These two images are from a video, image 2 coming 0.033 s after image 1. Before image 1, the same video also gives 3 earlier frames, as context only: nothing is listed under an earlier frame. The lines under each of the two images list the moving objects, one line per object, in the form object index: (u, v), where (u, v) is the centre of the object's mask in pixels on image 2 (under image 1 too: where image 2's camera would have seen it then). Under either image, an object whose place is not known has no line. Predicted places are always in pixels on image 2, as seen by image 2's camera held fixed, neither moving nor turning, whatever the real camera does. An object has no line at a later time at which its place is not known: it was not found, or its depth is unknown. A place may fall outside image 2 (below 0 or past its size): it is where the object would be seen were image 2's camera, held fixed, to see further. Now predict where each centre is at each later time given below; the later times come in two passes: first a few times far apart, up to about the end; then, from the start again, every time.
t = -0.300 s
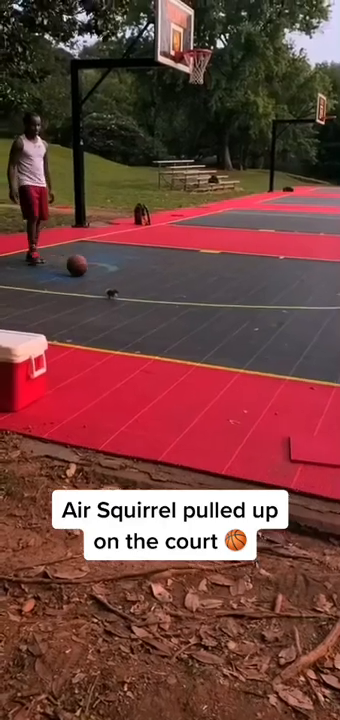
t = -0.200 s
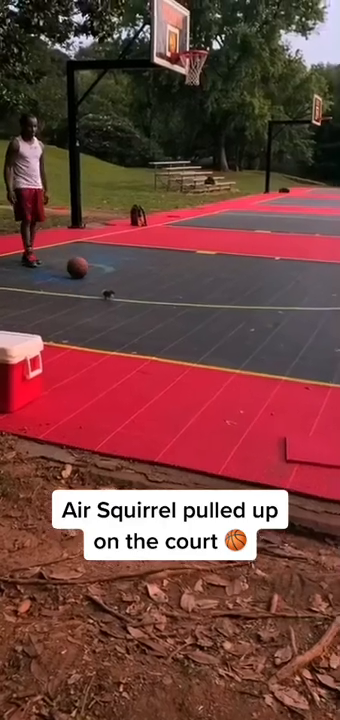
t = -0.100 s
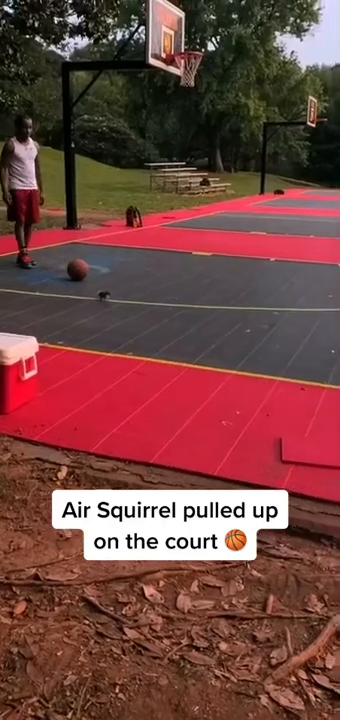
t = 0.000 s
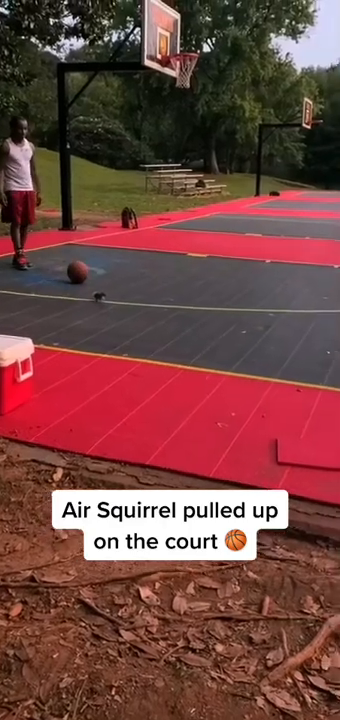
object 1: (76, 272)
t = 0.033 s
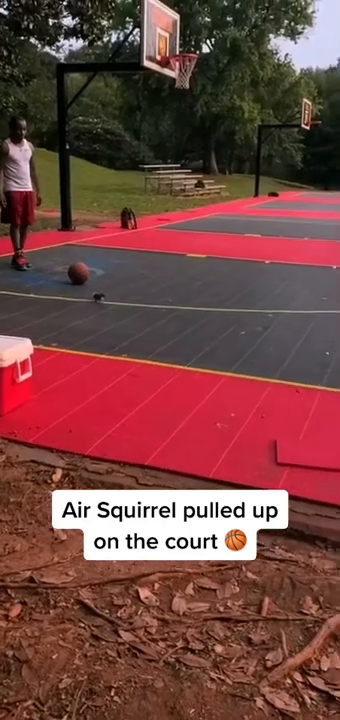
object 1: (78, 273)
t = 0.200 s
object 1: (86, 275)
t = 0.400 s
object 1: (97, 278)
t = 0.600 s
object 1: (109, 281)
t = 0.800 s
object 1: (122, 284)
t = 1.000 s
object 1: (135, 287)
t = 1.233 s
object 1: (151, 291)
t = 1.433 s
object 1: (165, 294)
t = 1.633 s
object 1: (181, 297)
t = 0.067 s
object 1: (79, 273)
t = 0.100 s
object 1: (82, 274)
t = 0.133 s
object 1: (83, 274)
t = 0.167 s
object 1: (85, 274)
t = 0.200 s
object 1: (86, 275)
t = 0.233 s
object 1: (88, 275)
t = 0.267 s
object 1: (89, 277)
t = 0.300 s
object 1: (92, 277)
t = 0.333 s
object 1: (93, 278)
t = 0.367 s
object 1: (95, 278)
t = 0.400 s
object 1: (97, 278)
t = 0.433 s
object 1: (99, 279)
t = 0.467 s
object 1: (101, 280)
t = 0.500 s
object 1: (103, 280)
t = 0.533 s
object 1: (105, 280)
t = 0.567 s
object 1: (107, 281)
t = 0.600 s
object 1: (109, 281)
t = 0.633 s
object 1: (111, 281)
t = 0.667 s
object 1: (113, 282)
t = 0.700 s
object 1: (115, 282)
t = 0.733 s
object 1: (118, 283)
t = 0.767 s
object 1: (120, 283)
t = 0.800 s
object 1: (122, 284)
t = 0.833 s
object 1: (124, 285)
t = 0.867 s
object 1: (126, 285)
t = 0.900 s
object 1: (128, 286)
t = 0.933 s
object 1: (131, 286)
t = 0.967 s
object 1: (133, 286)
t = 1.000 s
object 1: (135, 287)
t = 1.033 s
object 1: (137, 288)
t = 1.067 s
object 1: (139, 288)
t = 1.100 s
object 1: (142, 289)
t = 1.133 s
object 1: (143, 289)
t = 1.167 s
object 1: (146, 290)
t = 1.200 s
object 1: (148, 291)
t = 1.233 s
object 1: (151, 291)
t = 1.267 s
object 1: (153, 291)
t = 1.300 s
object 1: (155, 292)
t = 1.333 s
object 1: (158, 292)
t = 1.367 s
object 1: (160, 293)
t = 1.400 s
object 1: (162, 294)
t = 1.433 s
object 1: (165, 294)
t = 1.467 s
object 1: (168, 294)
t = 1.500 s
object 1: (170, 295)
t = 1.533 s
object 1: (173, 296)
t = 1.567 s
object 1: (176, 296)
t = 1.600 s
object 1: (178, 296)
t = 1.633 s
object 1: (181, 297)
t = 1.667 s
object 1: (184, 298)
